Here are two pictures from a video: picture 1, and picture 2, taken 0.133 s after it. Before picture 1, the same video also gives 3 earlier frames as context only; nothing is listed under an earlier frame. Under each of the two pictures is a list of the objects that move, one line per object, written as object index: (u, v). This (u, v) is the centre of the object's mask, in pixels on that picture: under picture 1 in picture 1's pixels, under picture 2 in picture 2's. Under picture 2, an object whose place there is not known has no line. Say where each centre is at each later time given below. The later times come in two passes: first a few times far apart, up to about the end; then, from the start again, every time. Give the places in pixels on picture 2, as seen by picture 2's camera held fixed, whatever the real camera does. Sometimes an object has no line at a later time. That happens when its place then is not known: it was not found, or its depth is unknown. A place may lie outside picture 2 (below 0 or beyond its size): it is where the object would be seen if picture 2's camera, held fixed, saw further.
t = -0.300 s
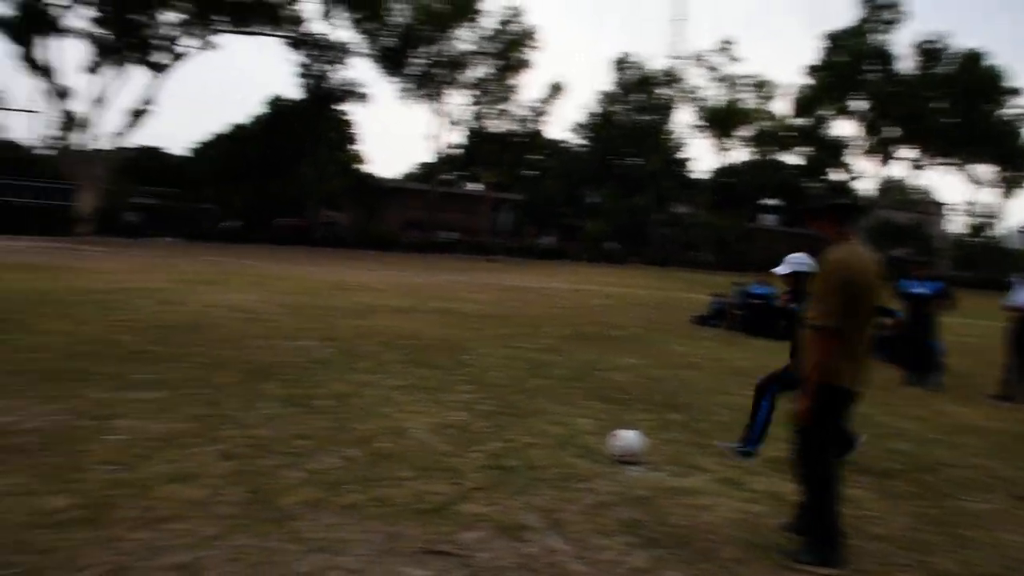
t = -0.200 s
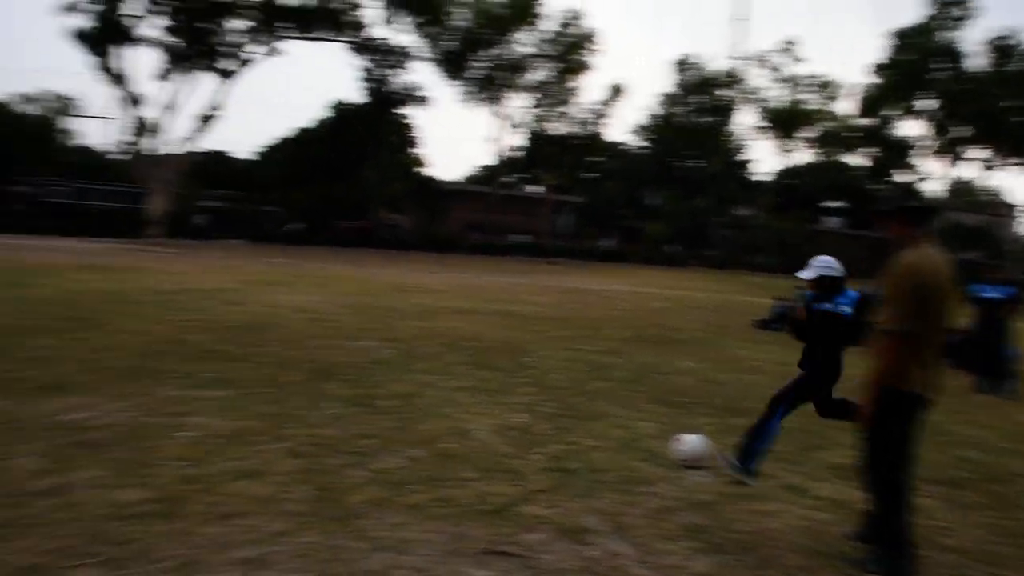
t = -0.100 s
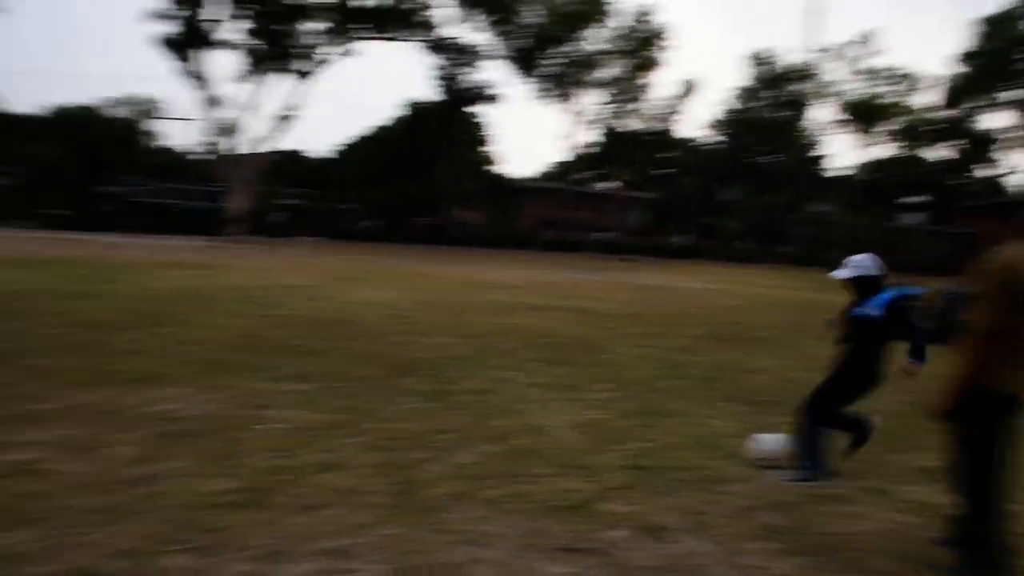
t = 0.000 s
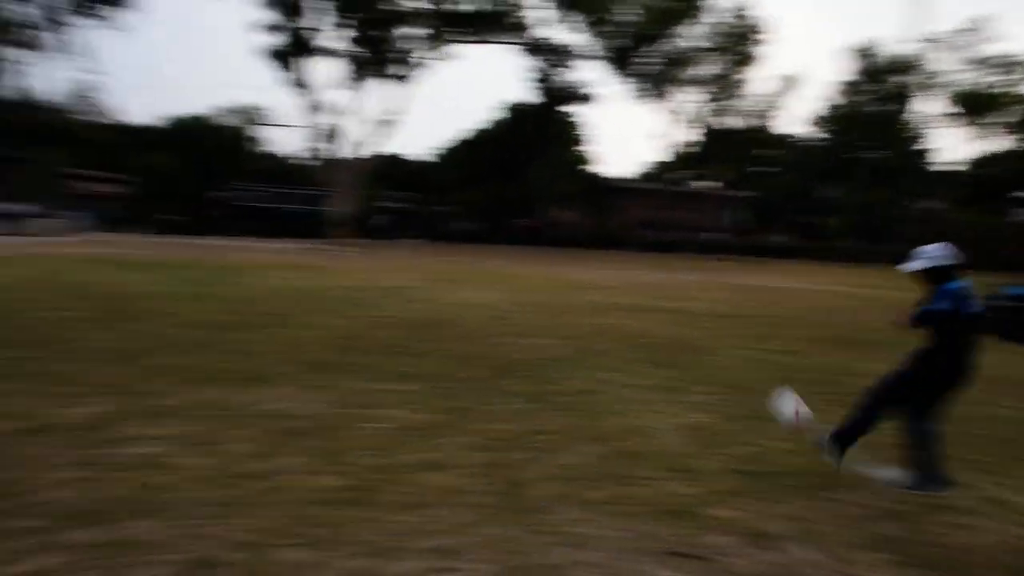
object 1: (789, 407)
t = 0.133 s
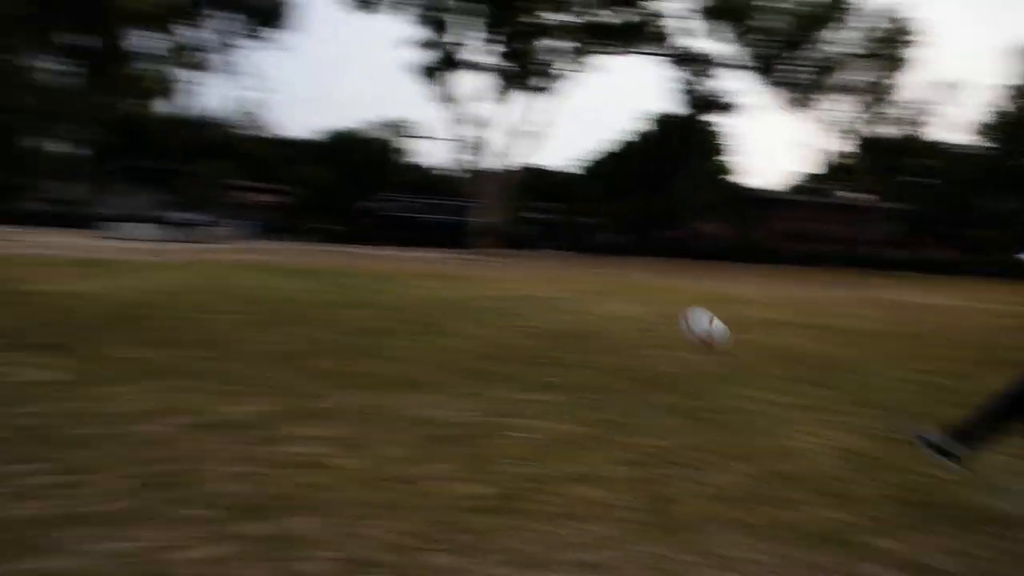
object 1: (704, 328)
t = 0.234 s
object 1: (514, 263)
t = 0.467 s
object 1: (95, 177)
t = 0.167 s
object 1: (640, 305)
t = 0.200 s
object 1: (576, 283)
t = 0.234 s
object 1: (514, 263)
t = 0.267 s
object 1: (454, 244)
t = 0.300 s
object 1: (390, 229)
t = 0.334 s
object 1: (331, 218)
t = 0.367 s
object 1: (270, 204)
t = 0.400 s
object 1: (209, 193)
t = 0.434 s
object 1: (152, 184)
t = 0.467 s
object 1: (95, 177)
